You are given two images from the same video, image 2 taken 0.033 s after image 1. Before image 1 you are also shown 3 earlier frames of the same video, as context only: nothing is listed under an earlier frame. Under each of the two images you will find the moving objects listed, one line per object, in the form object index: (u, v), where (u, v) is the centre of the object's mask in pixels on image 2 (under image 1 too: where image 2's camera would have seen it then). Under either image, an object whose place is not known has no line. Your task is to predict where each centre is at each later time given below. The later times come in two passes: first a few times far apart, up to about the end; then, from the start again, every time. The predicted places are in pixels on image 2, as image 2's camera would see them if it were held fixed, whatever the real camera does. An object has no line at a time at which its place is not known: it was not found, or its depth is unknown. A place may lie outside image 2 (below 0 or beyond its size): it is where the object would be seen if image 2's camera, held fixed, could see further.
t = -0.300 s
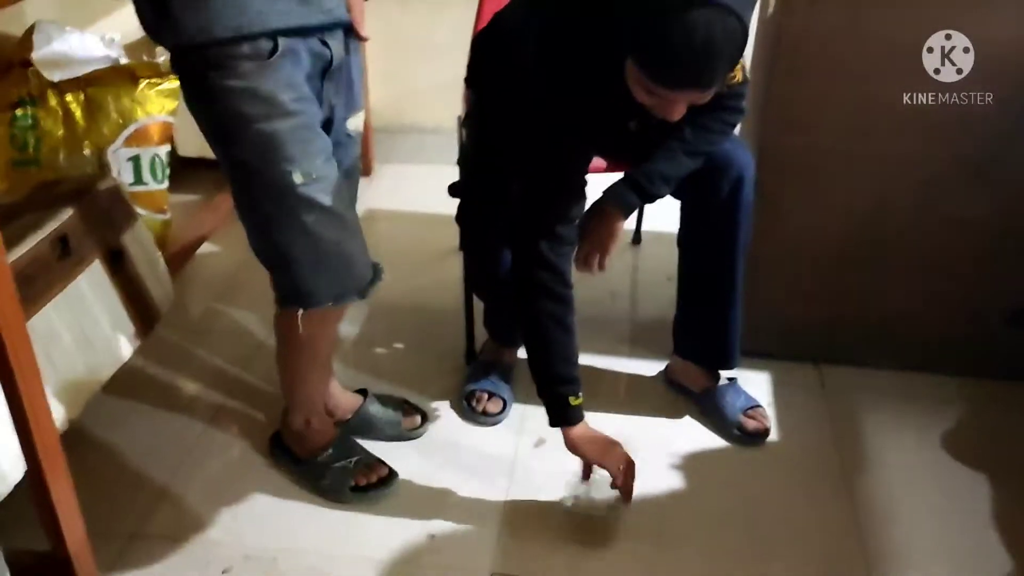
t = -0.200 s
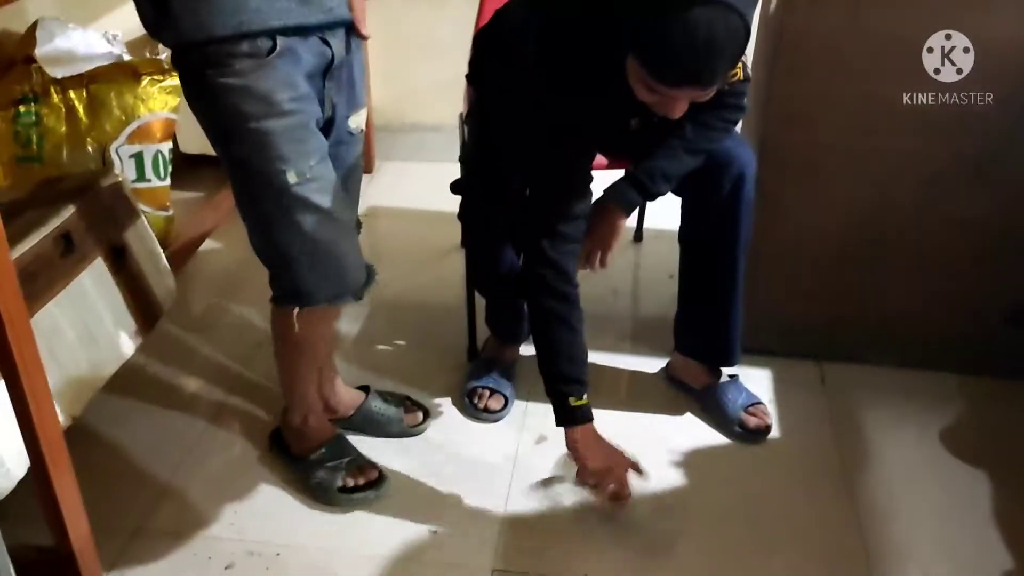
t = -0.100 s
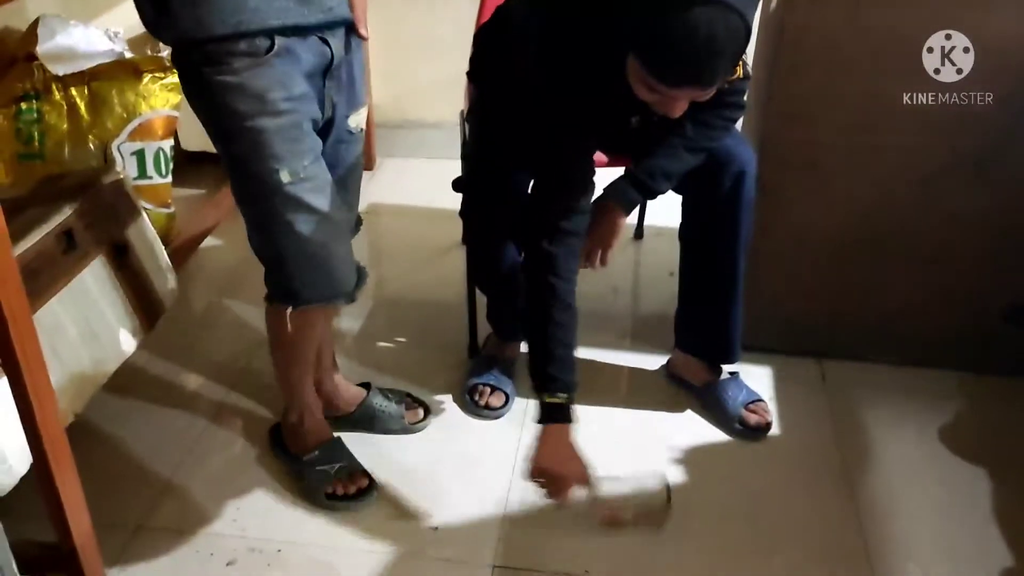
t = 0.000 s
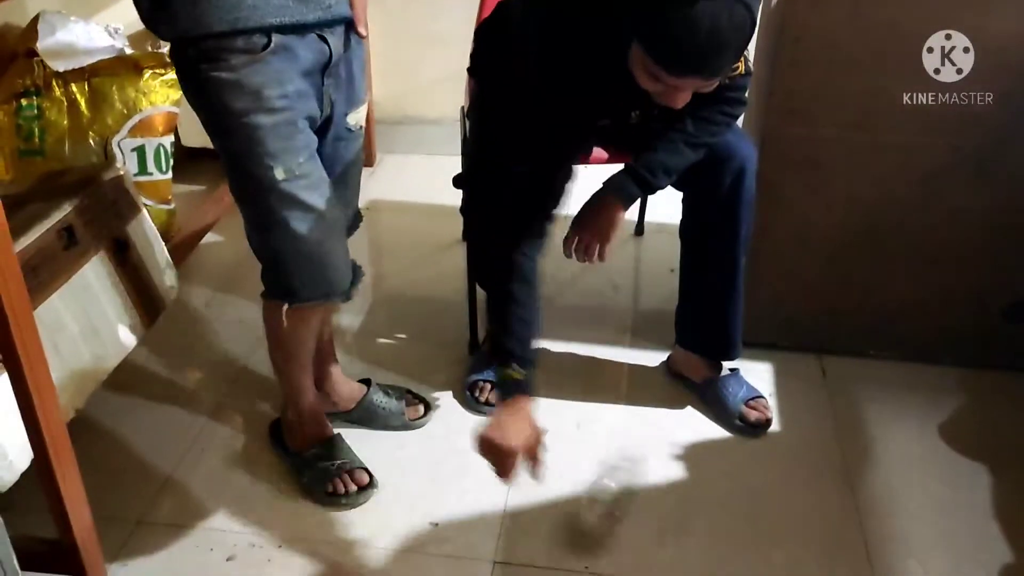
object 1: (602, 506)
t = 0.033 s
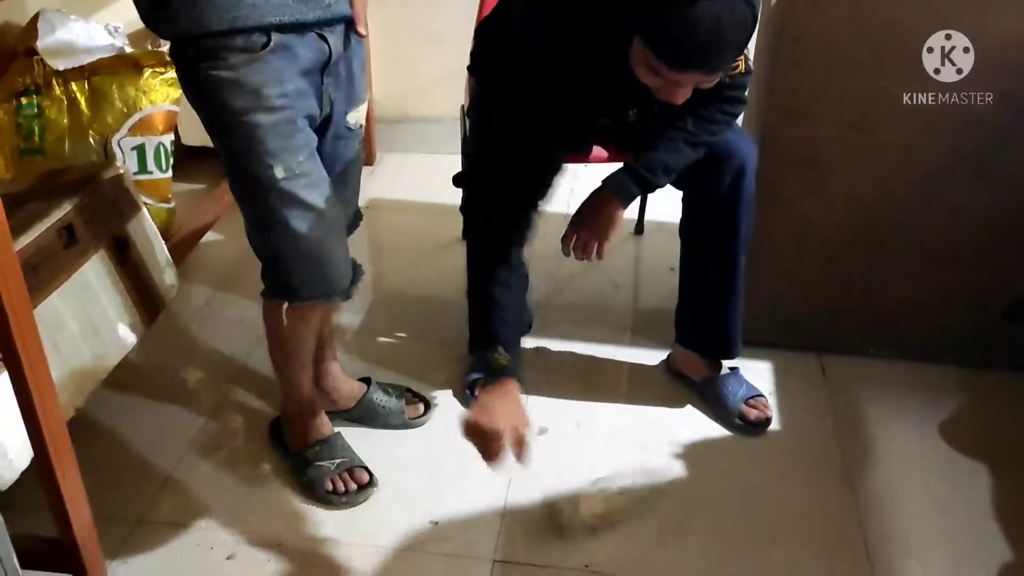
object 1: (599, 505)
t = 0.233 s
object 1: (608, 502)
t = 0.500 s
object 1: (595, 483)
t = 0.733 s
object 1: (602, 495)
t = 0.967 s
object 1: (612, 498)
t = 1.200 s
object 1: (619, 495)
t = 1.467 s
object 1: (614, 500)
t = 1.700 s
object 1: (616, 501)
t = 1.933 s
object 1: (616, 501)
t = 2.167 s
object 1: (617, 502)
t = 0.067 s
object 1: (607, 502)
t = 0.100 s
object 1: (587, 495)
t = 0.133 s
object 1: (593, 486)
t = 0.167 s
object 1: (611, 489)
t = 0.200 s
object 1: (626, 495)
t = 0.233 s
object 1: (608, 502)
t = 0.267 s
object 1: (600, 502)
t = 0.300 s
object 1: (601, 502)
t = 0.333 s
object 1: (607, 494)
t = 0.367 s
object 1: (606, 502)
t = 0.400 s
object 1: (610, 501)
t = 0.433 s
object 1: (611, 502)
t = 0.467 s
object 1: (602, 501)
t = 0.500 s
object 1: (595, 483)
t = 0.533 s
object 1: (605, 494)
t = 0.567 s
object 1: (617, 490)
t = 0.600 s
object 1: (611, 497)
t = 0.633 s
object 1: (607, 498)
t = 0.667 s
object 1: (599, 497)
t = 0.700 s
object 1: (600, 496)
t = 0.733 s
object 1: (602, 495)
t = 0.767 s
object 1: (605, 496)
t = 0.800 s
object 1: (608, 498)
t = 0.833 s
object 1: (617, 493)
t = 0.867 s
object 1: (612, 496)
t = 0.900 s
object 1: (616, 494)
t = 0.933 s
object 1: (620, 496)
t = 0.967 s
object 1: (612, 498)
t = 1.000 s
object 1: (608, 496)
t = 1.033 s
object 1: (608, 495)
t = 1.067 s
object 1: (609, 495)
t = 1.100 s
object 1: (608, 498)
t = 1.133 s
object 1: (611, 499)
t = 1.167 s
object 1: (616, 496)
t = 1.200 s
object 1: (619, 495)
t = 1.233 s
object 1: (619, 496)
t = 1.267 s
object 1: (614, 497)
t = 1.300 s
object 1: (615, 497)
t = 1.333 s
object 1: (607, 498)
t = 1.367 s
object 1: (609, 498)
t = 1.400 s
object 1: (612, 498)
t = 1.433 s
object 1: (613, 499)
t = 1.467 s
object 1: (614, 500)
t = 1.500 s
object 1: (615, 501)
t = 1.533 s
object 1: (615, 500)
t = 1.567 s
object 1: (616, 501)
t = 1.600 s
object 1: (616, 501)
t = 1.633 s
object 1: (616, 501)
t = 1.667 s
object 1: (616, 501)
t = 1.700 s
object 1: (616, 501)
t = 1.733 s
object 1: (616, 501)
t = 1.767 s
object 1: (616, 501)
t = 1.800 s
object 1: (616, 501)
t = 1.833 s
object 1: (616, 501)
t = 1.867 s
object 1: (616, 501)
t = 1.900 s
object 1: (616, 501)
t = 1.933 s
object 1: (616, 501)
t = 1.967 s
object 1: (617, 501)
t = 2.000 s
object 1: (617, 501)
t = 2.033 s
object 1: (617, 502)
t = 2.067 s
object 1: (617, 501)
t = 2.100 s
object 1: (617, 501)
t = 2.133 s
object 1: (617, 501)
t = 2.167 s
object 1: (617, 502)
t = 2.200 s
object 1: (617, 502)
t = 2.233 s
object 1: (617, 502)
